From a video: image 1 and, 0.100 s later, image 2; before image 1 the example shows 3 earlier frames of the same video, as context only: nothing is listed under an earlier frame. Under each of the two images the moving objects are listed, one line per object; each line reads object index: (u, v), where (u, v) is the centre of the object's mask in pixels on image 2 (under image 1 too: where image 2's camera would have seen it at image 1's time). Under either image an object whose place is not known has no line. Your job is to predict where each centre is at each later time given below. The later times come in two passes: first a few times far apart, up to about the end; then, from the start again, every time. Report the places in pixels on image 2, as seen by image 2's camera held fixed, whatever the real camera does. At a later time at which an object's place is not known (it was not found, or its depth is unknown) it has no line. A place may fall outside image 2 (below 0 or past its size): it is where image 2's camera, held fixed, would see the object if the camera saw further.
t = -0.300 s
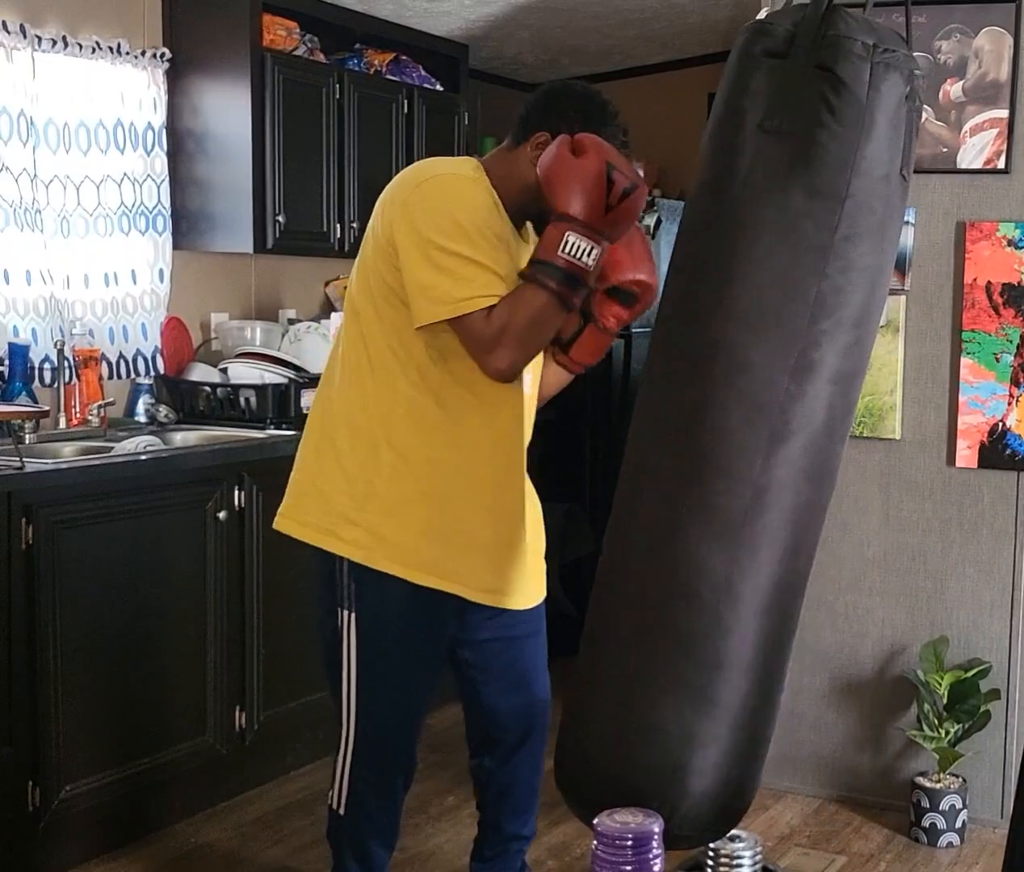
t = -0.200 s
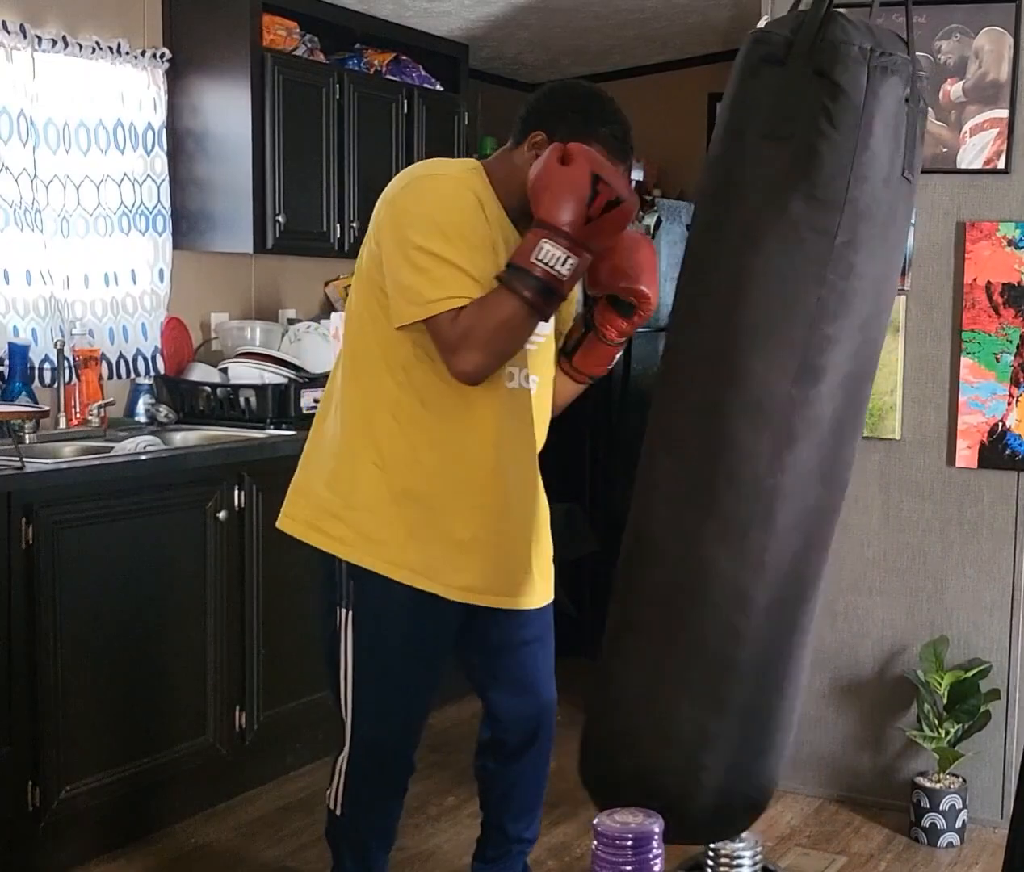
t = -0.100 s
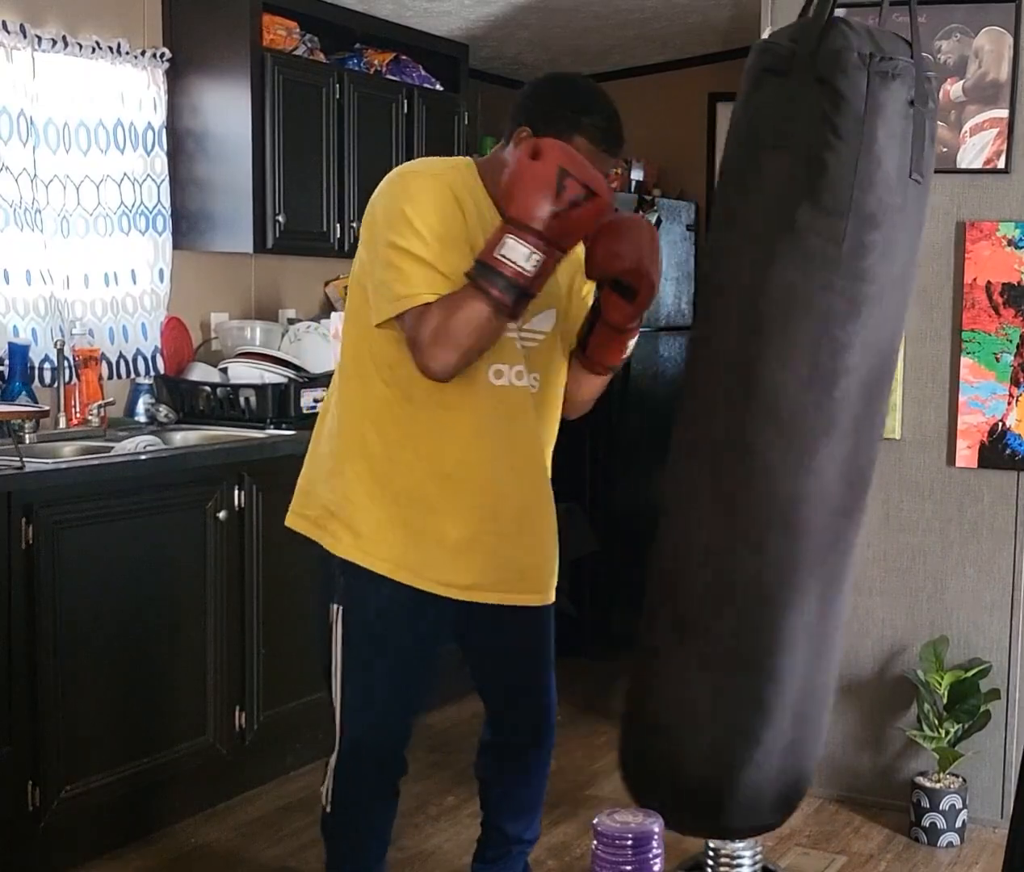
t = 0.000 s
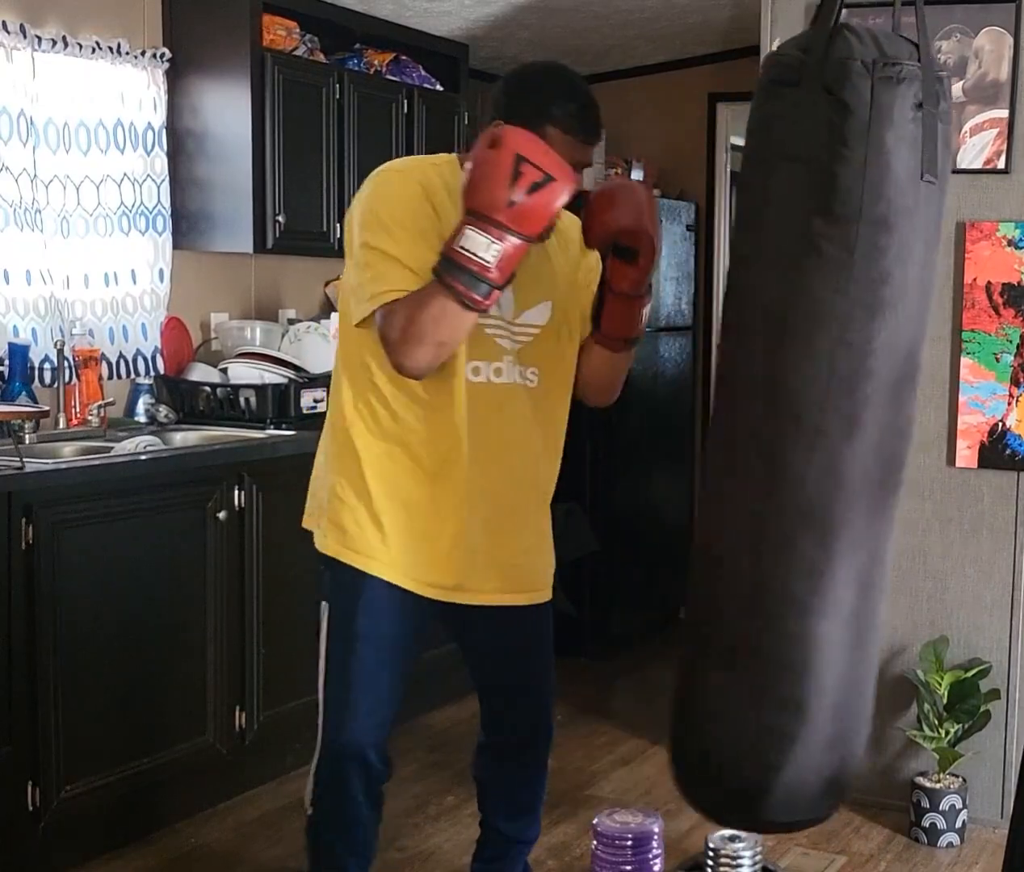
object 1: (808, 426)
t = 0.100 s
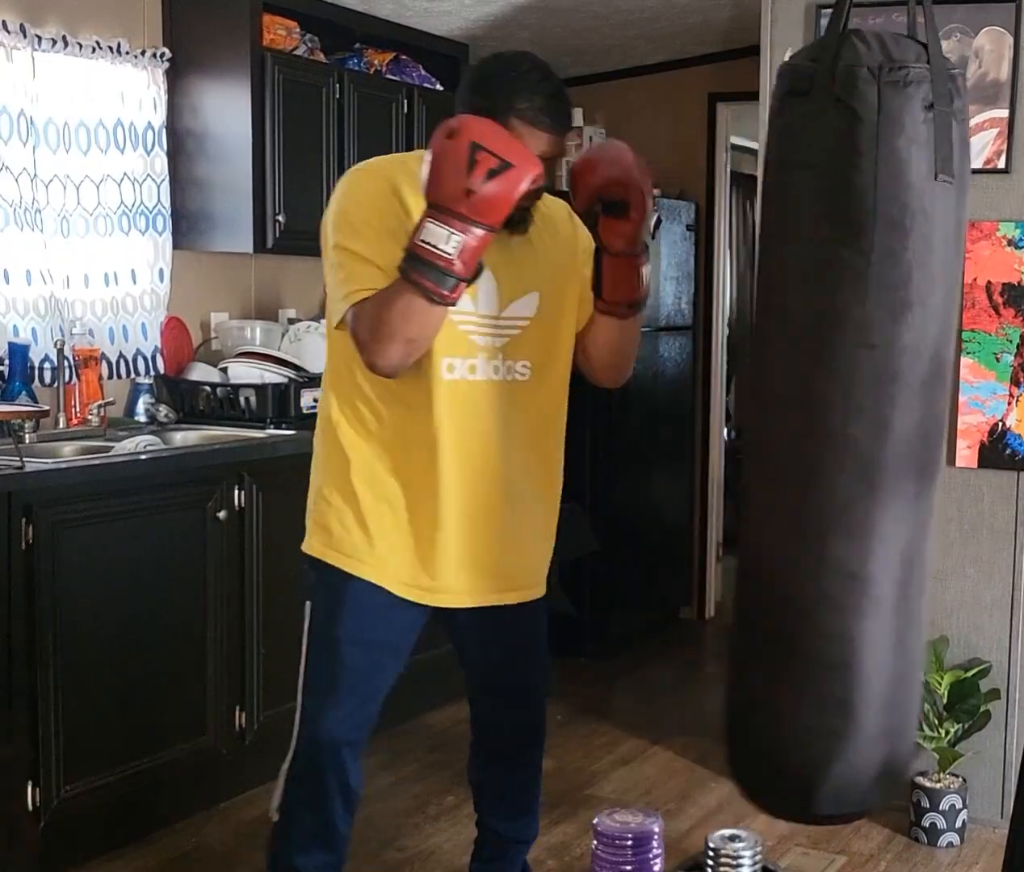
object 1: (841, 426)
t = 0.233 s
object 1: (891, 414)
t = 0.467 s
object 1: (945, 373)
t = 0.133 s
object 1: (853, 424)
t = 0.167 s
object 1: (868, 423)
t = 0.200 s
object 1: (879, 419)
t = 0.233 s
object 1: (891, 414)
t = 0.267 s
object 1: (905, 413)
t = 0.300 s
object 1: (917, 409)
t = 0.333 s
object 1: (926, 404)
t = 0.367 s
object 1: (933, 395)
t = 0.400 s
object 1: (938, 387)
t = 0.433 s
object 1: (943, 381)
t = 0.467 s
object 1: (945, 373)
